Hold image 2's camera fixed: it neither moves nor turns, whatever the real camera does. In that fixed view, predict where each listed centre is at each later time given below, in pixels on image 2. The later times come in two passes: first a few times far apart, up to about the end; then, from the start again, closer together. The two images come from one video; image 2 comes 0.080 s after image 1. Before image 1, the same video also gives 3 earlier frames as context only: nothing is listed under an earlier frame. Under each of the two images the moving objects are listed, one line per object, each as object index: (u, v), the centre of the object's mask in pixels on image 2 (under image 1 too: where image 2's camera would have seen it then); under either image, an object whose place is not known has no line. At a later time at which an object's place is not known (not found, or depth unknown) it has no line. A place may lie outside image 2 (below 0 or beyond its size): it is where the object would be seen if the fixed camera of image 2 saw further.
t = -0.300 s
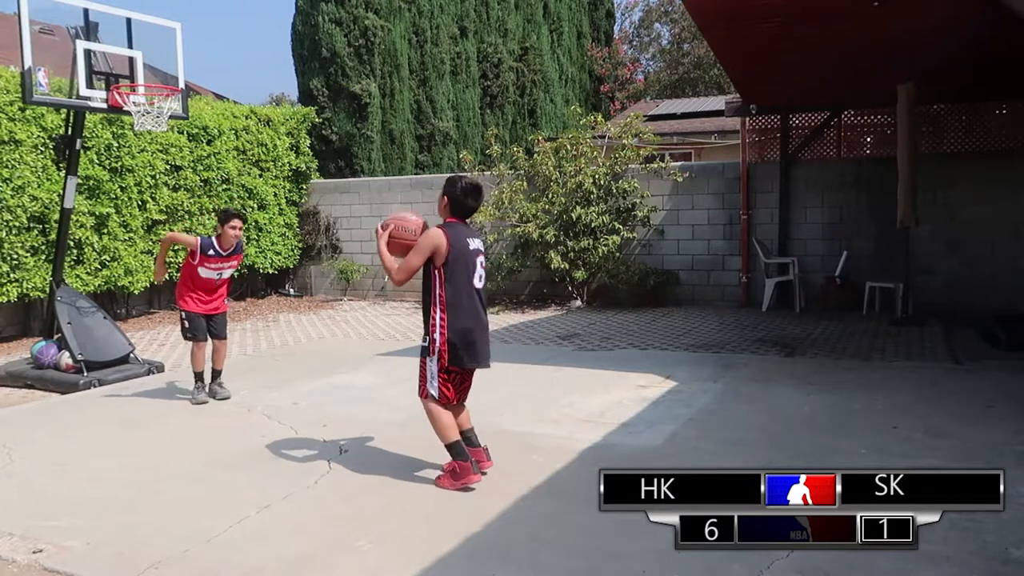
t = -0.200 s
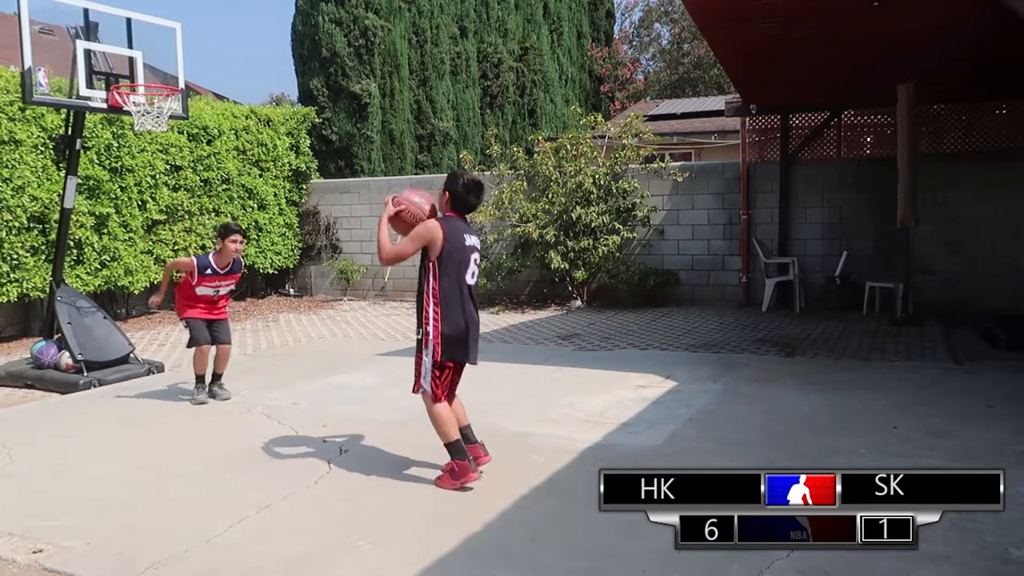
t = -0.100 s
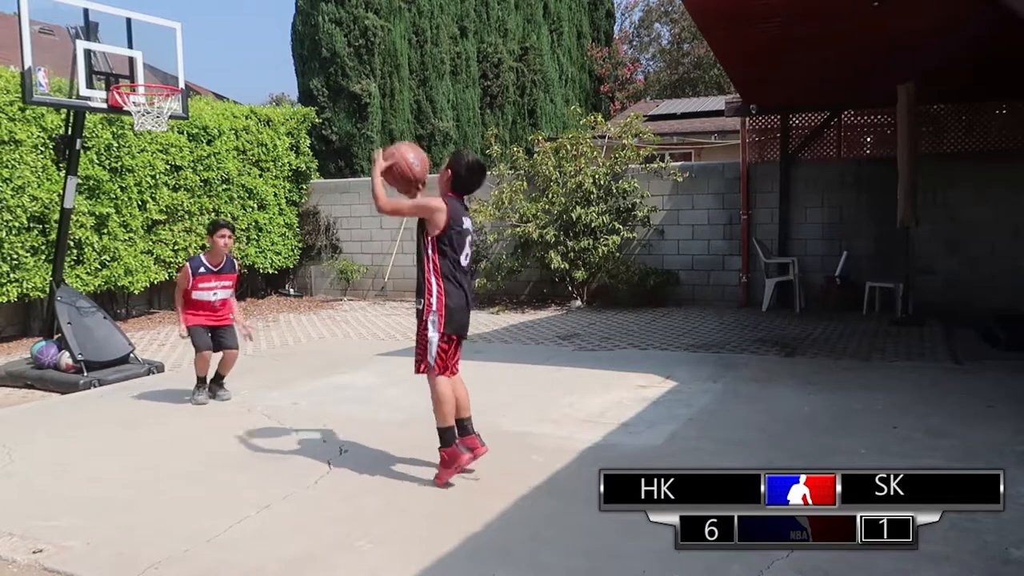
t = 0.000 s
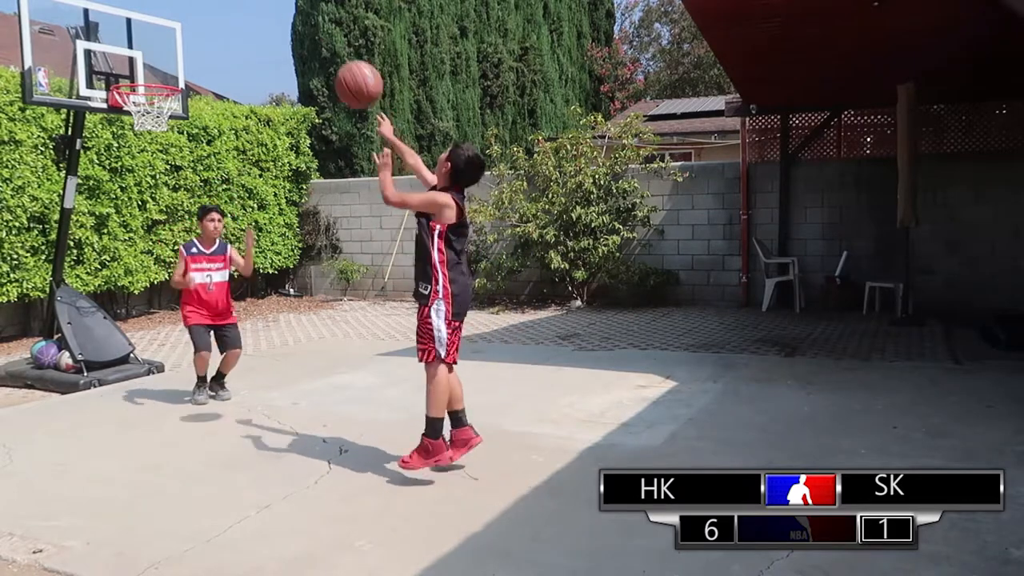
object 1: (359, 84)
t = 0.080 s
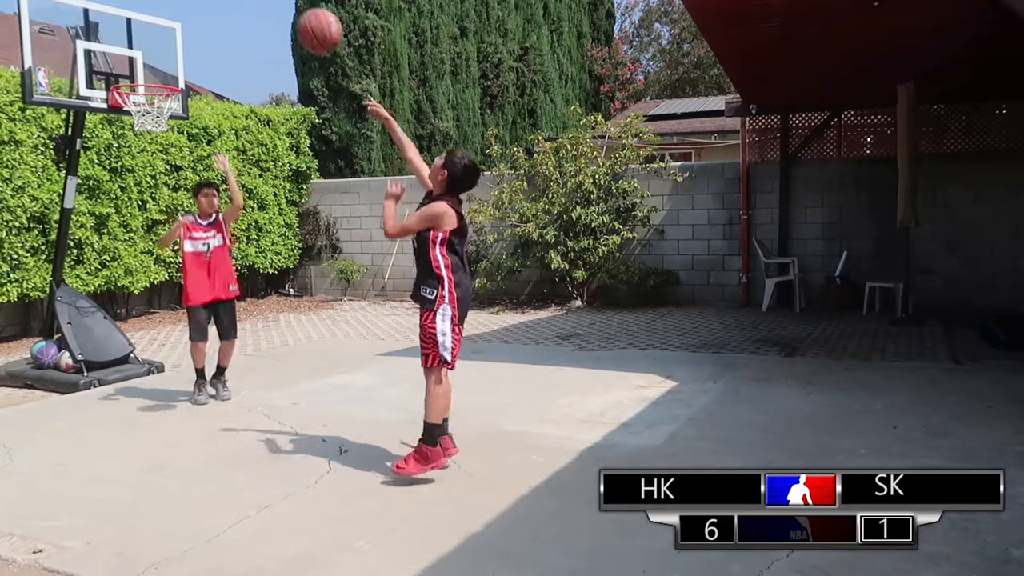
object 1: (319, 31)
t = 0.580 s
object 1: (149, 5)
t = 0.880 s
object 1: (144, 76)
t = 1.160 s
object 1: (146, 101)
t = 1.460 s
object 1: (135, 213)
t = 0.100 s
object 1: (311, 21)
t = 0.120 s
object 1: (302, 15)
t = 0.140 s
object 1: (294, 11)
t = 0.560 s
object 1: (154, 3)
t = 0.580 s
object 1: (149, 5)
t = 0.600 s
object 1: (143, 7)
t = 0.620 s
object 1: (138, 11)
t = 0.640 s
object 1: (133, 15)
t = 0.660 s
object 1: (128, 22)
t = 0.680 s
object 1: (124, 30)
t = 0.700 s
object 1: (119, 38)
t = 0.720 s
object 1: (116, 47)
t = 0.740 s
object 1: (111, 56)
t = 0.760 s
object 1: (107, 65)
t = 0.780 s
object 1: (112, 69)
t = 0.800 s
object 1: (119, 73)
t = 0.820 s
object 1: (125, 74)
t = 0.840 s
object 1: (131, 74)
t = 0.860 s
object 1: (137, 74)
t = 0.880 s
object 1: (144, 76)
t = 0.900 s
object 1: (150, 85)
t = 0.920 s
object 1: (153, 79)
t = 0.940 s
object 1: (153, 78)
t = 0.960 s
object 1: (153, 86)
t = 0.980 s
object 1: (152, 86)
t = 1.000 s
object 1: (151, 87)
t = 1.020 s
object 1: (150, 88)
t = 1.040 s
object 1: (149, 90)
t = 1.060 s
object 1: (149, 92)
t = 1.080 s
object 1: (149, 94)
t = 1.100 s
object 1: (147, 96)
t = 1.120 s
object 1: (146, 98)
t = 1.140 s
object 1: (145, 100)
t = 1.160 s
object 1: (146, 101)
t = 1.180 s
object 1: (142, 104)
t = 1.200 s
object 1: (139, 110)
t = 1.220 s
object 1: (142, 118)
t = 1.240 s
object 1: (141, 123)
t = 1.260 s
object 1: (142, 134)
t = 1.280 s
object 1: (140, 137)
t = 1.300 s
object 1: (139, 142)
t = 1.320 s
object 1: (137, 149)
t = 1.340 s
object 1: (137, 156)
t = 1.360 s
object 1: (137, 164)
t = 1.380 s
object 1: (136, 173)
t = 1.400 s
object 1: (136, 182)
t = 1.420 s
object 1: (136, 192)
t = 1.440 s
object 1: (136, 202)
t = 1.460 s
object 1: (135, 213)
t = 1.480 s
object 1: (135, 224)
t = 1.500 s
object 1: (135, 236)
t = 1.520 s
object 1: (135, 249)
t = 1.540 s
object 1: (134, 262)
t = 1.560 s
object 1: (133, 275)
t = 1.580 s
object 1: (133, 290)
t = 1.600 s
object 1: (132, 304)
